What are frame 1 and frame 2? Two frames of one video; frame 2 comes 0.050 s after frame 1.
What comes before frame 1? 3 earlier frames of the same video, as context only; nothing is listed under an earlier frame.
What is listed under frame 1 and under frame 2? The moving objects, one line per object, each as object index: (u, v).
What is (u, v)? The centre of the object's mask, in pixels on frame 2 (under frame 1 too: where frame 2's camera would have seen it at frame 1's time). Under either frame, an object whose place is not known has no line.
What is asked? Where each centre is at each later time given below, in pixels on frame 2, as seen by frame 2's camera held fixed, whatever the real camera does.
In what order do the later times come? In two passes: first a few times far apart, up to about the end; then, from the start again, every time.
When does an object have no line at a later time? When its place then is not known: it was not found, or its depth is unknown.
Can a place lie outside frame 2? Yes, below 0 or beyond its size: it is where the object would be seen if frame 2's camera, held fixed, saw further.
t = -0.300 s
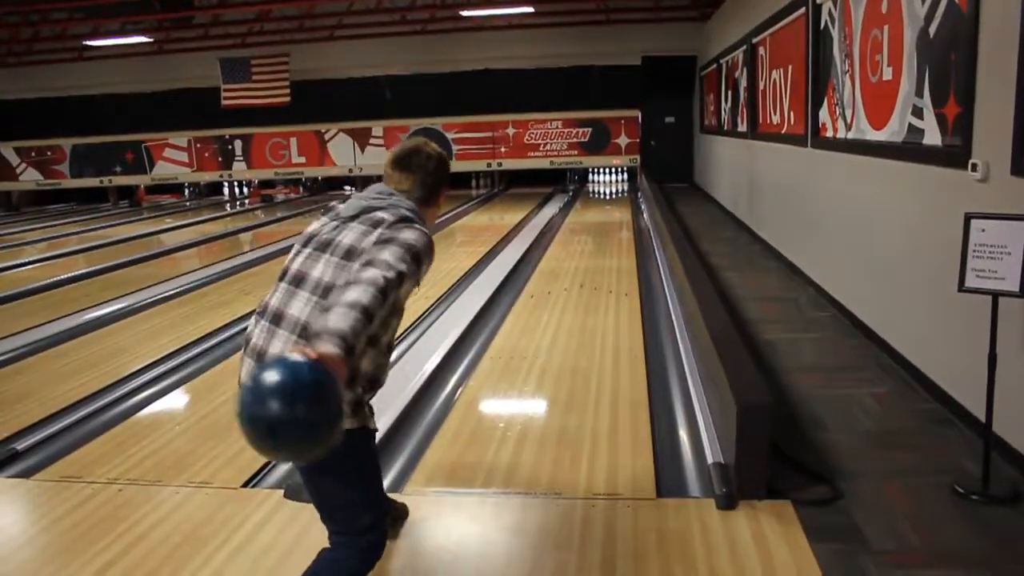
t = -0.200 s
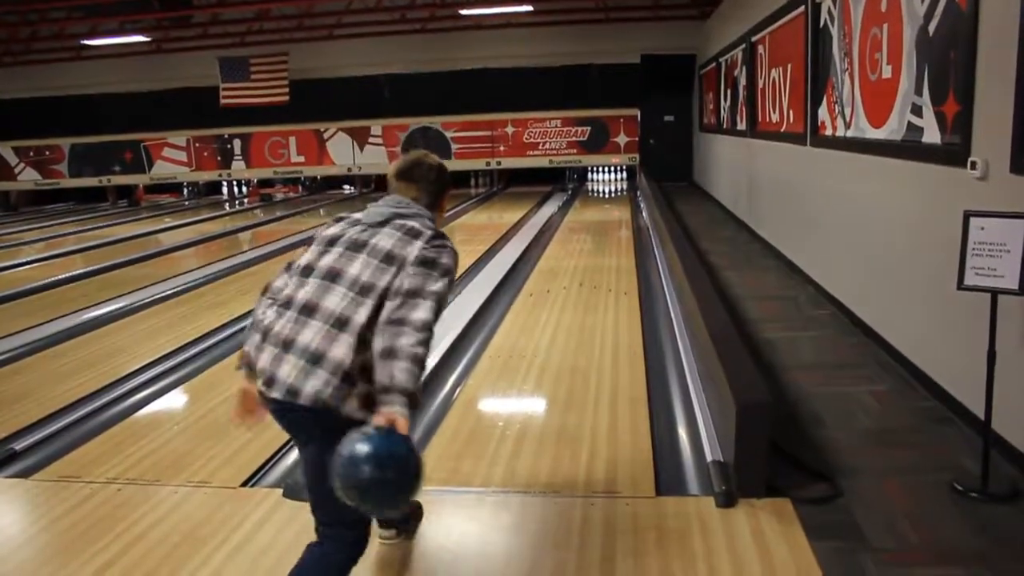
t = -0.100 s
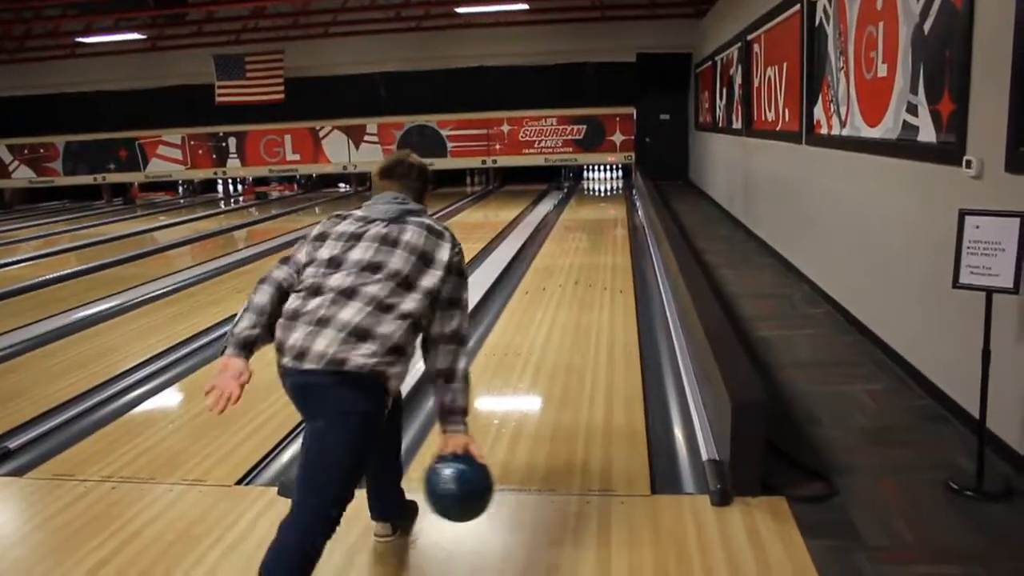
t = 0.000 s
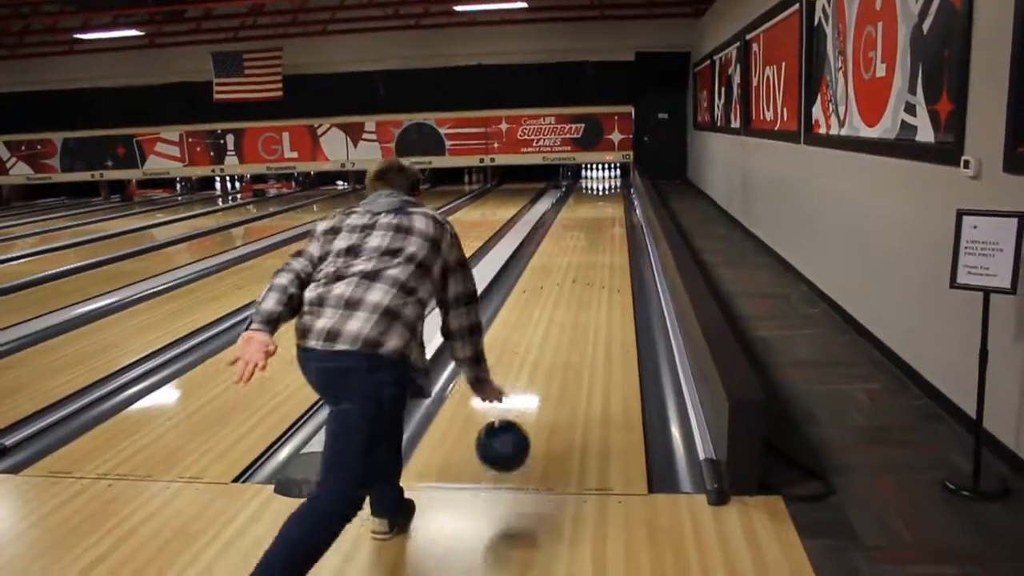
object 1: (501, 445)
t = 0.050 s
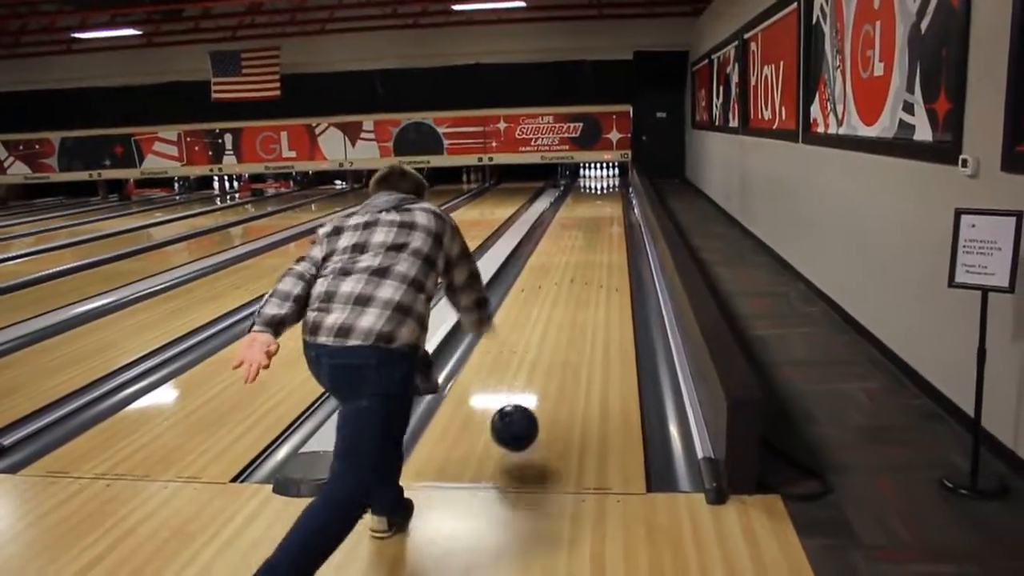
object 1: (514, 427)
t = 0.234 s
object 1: (544, 343)
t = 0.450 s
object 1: (564, 293)
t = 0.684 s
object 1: (575, 256)
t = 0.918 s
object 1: (582, 233)
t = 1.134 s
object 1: (587, 218)
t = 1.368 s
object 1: (591, 205)
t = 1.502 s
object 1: (592, 201)
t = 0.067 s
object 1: (518, 424)
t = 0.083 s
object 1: (522, 419)
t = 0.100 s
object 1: (525, 405)
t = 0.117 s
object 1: (528, 393)
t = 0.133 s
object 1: (531, 383)
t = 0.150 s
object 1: (533, 374)
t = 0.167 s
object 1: (535, 366)
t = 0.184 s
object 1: (538, 359)
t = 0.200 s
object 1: (540, 353)
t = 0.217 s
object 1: (542, 348)
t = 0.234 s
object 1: (544, 343)
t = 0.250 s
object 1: (546, 339)
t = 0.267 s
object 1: (548, 336)
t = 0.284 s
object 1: (550, 333)
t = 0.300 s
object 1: (551, 329)
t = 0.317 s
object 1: (553, 324)
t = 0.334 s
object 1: (555, 319)
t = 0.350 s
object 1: (556, 316)
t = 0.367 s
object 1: (558, 311)
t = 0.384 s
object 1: (559, 307)
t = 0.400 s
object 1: (560, 304)
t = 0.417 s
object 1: (561, 300)
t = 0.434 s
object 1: (563, 296)
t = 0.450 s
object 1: (564, 293)
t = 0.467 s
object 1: (565, 290)
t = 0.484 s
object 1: (567, 287)
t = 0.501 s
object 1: (569, 284)
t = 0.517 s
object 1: (571, 280)
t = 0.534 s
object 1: (571, 277)
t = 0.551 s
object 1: (571, 274)
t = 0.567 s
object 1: (570, 272)
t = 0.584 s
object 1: (571, 270)
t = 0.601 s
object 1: (572, 268)
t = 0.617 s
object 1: (573, 265)
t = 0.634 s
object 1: (573, 263)
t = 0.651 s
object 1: (574, 261)
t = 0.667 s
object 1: (575, 258)
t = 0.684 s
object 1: (575, 256)
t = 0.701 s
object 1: (576, 254)
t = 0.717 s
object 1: (576, 253)
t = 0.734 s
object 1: (577, 251)
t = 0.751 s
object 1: (577, 249)
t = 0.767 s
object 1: (578, 247)
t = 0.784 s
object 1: (579, 246)
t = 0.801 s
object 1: (579, 244)
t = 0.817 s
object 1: (580, 242)
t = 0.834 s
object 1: (580, 240)
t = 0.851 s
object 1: (581, 238)
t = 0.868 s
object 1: (581, 237)
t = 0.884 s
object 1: (582, 235)
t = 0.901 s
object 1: (582, 234)
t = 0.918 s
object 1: (582, 233)
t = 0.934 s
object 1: (583, 231)
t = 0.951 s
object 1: (583, 230)
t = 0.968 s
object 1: (583, 229)
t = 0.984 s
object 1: (584, 227)
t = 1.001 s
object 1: (584, 226)
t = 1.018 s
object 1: (585, 225)
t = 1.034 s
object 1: (585, 224)
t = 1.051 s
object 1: (585, 223)
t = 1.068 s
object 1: (585, 222)
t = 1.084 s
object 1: (586, 221)
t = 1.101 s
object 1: (586, 220)
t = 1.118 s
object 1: (586, 219)
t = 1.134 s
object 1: (587, 218)
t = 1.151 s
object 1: (587, 217)
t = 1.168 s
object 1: (587, 216)
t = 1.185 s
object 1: (588, 215)
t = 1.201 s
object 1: (588, 214)
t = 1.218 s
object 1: (588, 213)
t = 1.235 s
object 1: (589, 212)
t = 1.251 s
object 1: (589, 212)
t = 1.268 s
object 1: (589, 211)
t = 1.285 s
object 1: (589, 210)
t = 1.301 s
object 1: (590, 209)
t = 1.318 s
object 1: (590, 208)
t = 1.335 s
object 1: (590, 207)
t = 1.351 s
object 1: (590, 207)
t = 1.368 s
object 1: (591, 205)
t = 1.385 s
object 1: (591, 205)
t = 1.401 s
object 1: (591, 204)
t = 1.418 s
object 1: (592, 204)
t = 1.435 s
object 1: (592, 204)
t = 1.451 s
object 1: (593, 203)
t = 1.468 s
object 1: (593, 202)
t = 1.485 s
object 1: (593, 202)
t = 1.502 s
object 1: (592, 201)
